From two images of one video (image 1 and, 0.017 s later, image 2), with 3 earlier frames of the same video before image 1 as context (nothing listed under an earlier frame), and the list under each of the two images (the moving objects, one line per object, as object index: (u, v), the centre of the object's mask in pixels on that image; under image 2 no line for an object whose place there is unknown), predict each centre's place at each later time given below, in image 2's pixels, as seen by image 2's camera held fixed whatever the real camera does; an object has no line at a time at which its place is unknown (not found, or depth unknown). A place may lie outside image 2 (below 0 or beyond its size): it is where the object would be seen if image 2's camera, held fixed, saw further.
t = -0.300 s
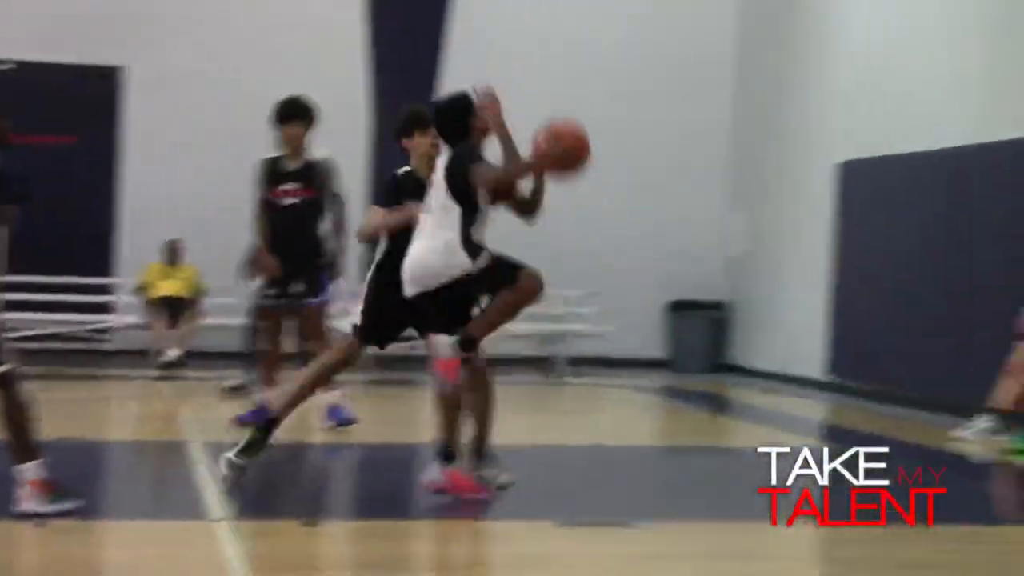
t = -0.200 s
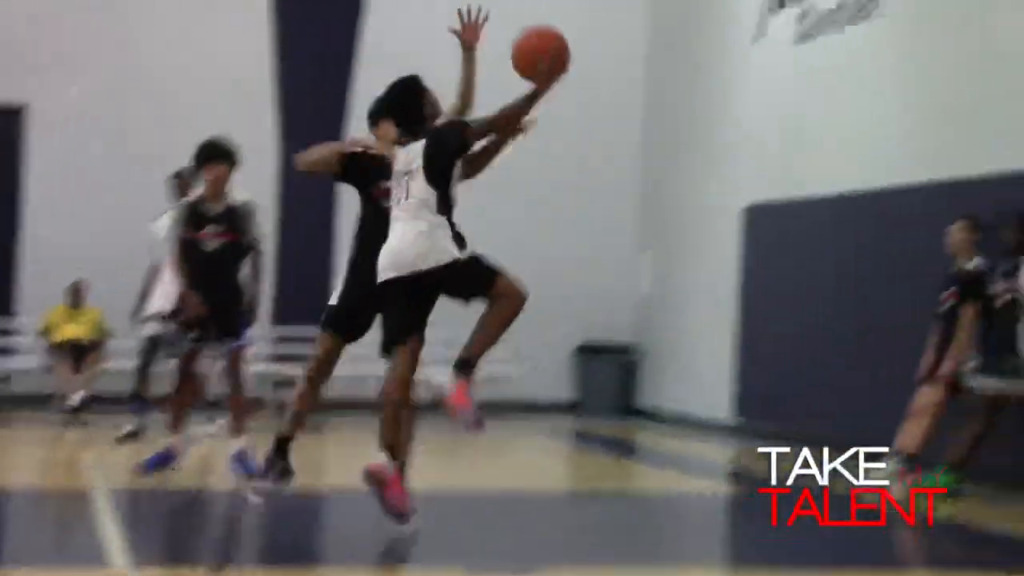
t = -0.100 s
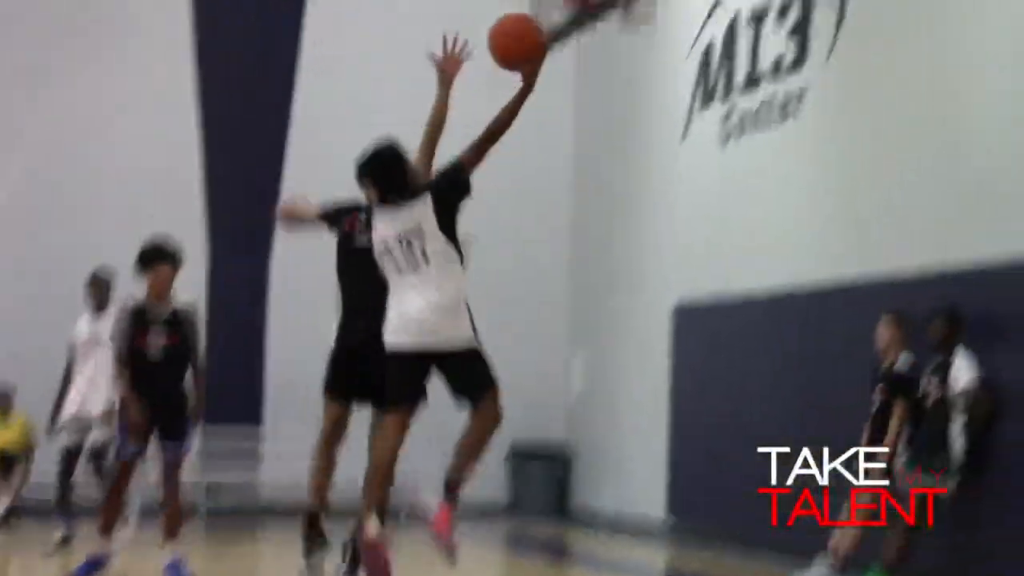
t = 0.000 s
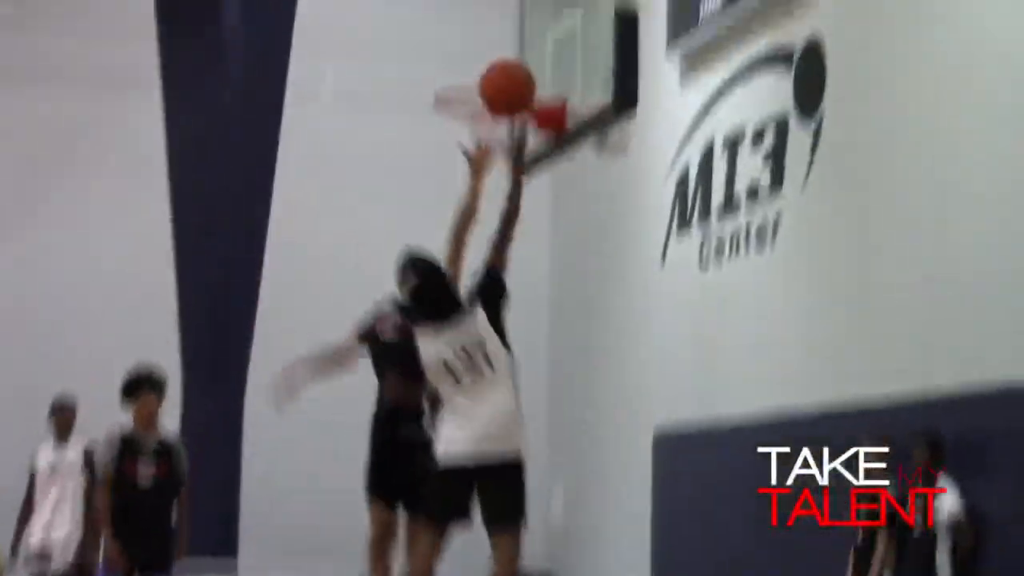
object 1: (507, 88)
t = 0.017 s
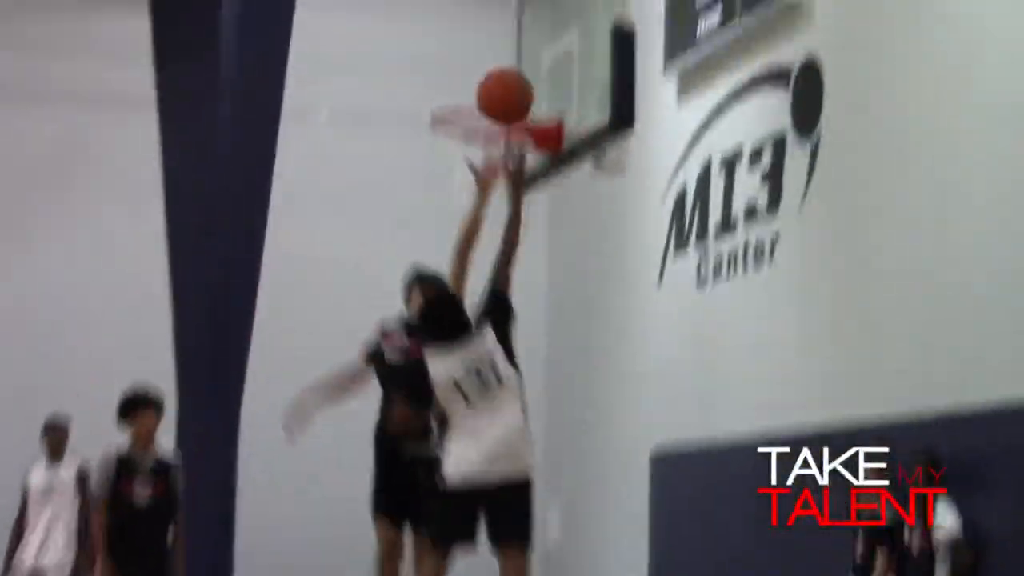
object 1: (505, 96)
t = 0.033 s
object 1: (506, 87)
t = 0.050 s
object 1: (507, 77)
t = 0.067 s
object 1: (508, 70)
